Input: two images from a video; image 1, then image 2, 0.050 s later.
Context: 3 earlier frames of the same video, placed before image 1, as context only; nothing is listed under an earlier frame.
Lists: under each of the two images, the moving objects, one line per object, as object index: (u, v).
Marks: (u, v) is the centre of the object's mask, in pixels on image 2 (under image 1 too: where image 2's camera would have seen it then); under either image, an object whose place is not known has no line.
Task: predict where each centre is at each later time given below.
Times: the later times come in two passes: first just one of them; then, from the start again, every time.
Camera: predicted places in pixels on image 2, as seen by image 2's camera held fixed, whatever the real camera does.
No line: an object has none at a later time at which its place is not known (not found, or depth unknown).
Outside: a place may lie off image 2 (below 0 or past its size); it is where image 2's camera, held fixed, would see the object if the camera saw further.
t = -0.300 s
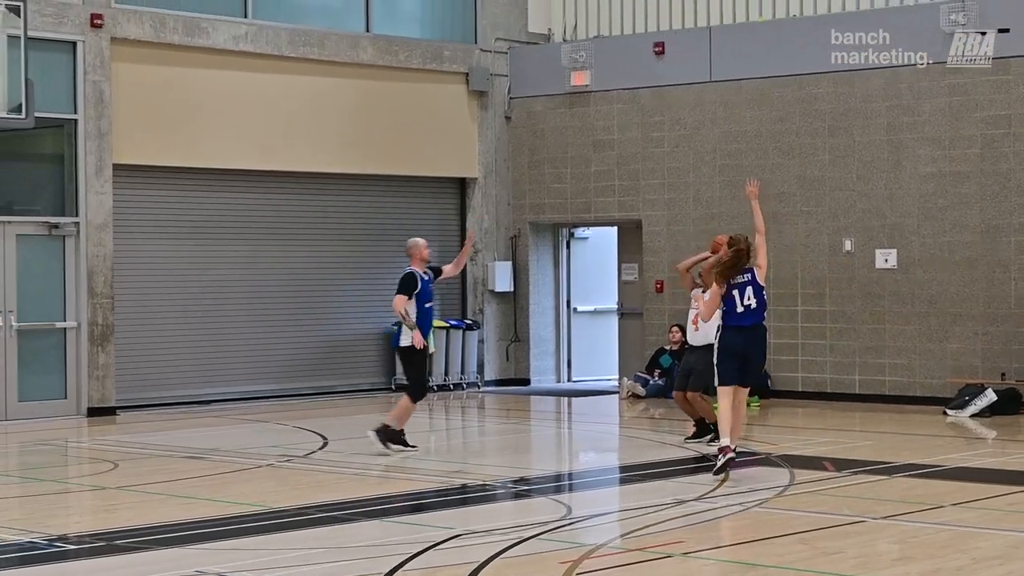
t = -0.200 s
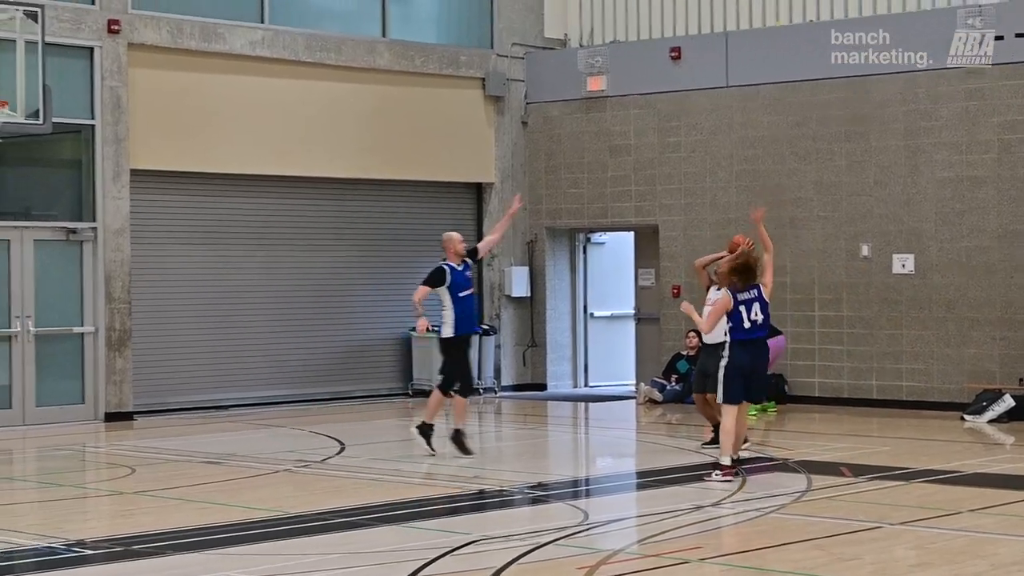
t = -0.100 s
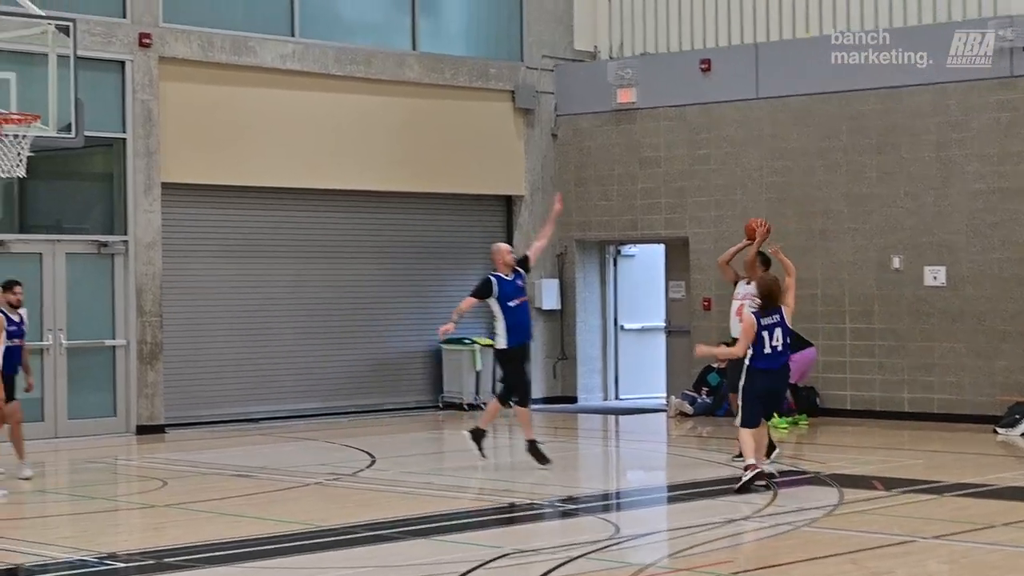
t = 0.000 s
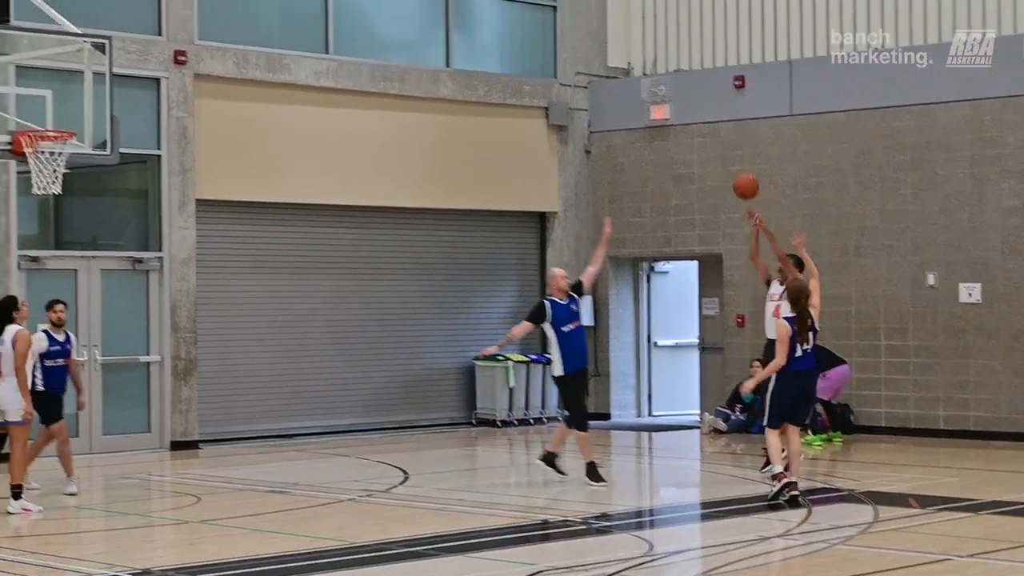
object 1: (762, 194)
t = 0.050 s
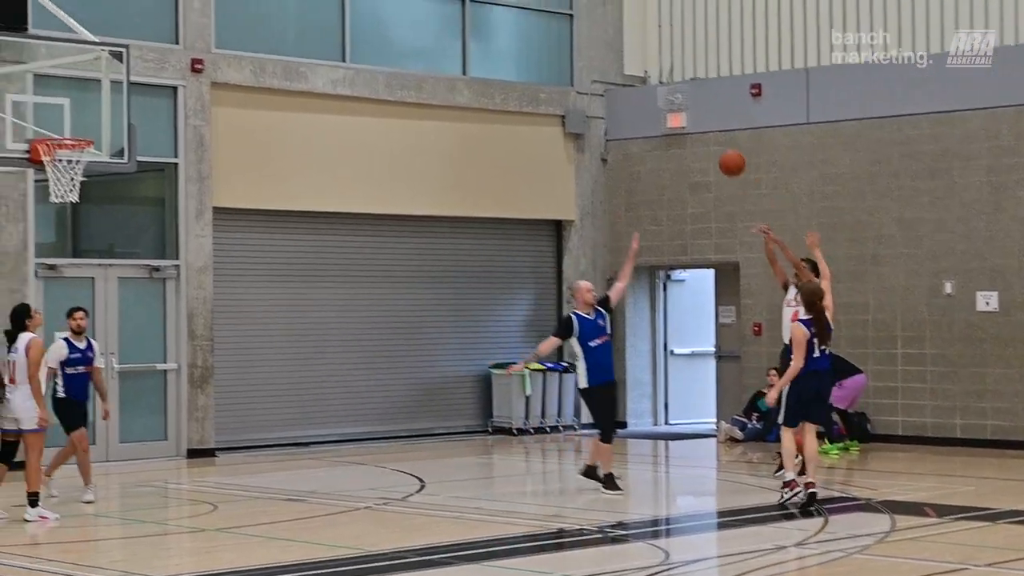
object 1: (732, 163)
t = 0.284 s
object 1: (590, 52)
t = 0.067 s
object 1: (722, 153)
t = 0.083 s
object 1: (711, 144)
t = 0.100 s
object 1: (701, 135)
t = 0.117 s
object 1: (691, 126)
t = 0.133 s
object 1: (681, 118)
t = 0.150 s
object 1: (671, 109)
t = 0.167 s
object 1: (661, 101)
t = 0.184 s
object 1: (651, 94)
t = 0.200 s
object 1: (641, 86)
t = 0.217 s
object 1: (631, 78)
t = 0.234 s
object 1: (621, 72)
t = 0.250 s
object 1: (611, 65)
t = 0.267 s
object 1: (601, 58)
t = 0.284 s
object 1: (590, 52)
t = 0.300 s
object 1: (581, 46)
